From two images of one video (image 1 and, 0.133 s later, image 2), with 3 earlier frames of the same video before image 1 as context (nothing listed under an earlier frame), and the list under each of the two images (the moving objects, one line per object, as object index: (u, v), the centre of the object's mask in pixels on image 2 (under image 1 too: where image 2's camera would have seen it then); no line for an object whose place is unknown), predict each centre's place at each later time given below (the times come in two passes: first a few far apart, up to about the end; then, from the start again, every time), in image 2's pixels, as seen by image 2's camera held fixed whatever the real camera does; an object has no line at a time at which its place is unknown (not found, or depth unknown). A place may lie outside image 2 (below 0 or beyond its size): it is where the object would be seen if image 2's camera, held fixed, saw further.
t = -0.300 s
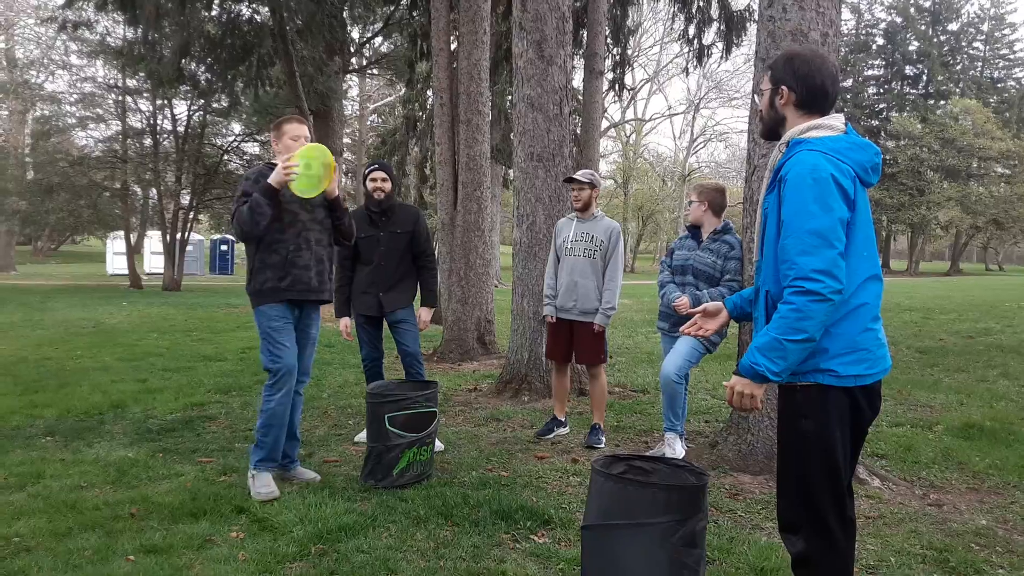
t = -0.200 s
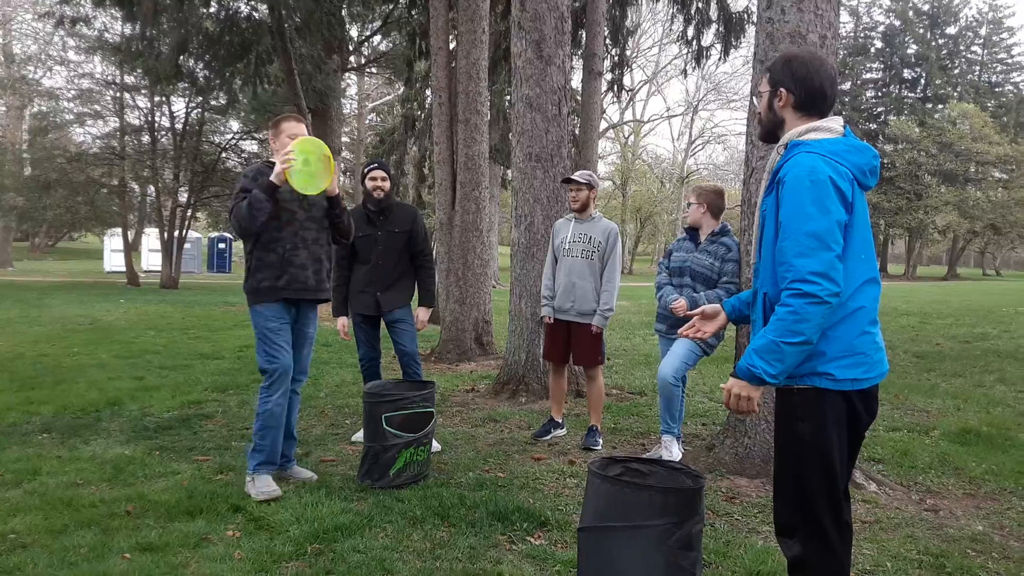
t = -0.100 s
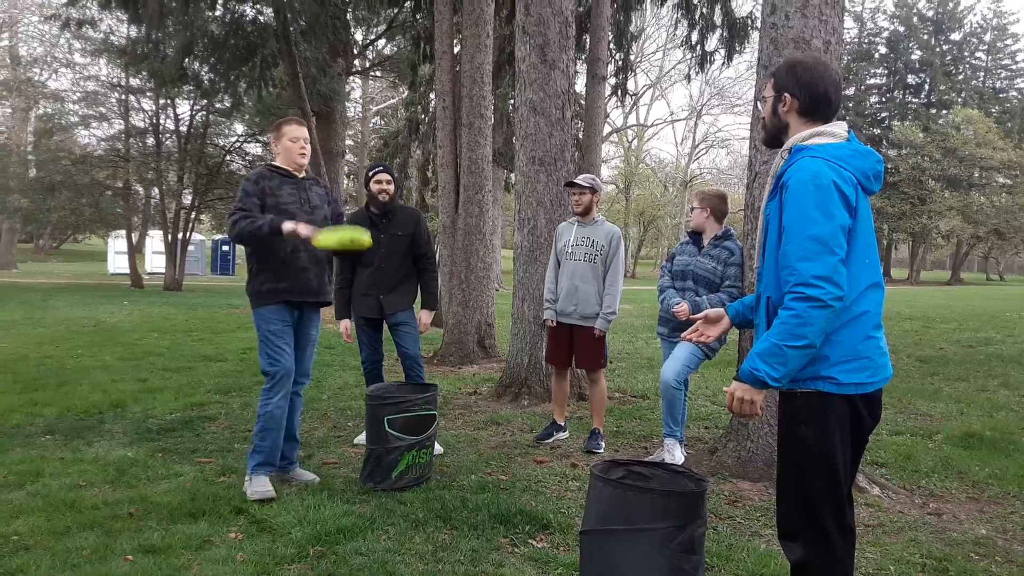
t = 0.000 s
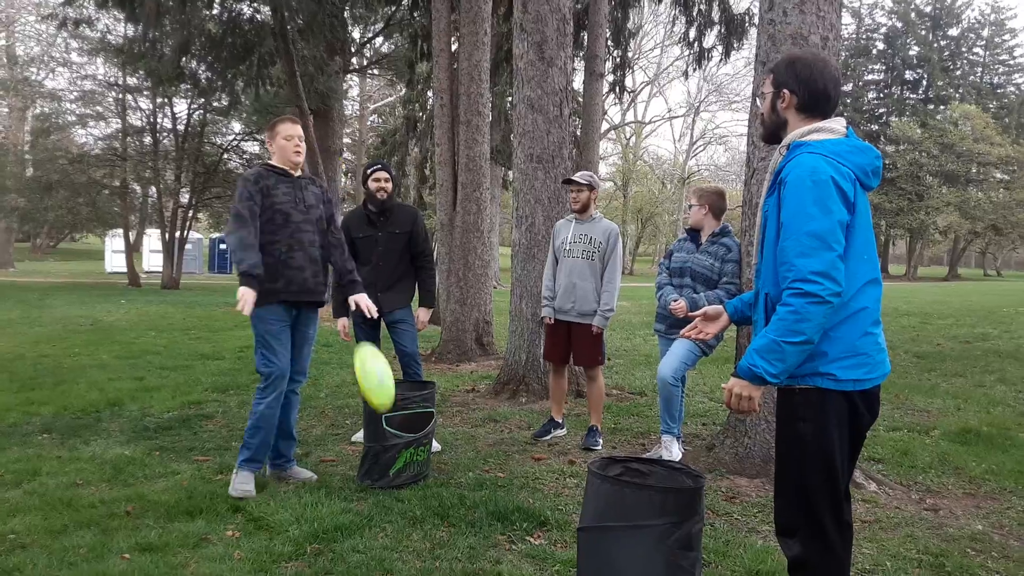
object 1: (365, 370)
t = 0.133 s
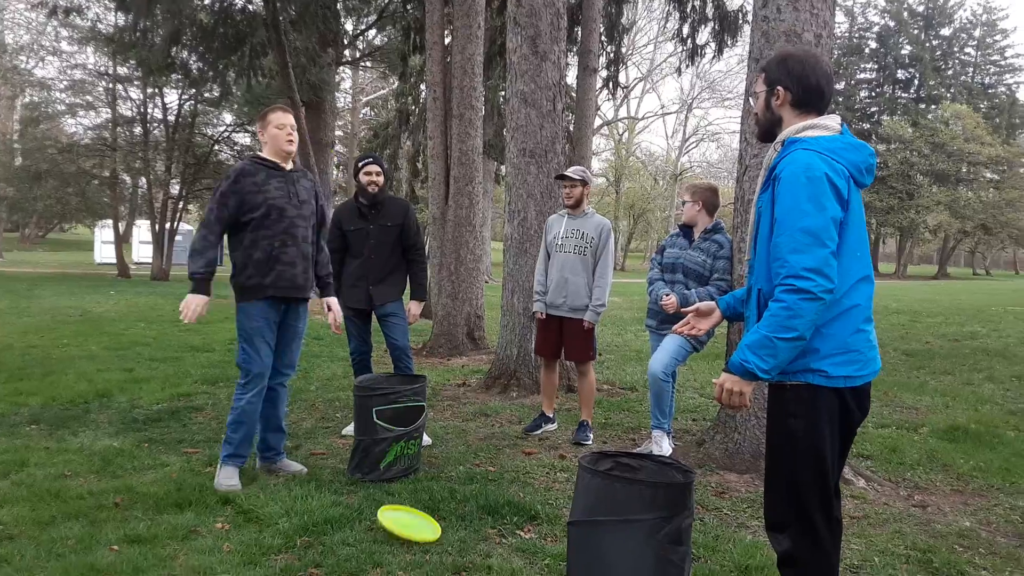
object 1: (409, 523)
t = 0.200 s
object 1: (419, 510)
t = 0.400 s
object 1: (443, 508)
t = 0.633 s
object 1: (443, 507)
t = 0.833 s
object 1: (423, 520)
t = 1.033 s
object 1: (418, 526)
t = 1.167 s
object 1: (418, 527)
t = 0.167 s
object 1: (414, 515)
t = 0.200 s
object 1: (419, 510)
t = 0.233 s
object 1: (424, 508)
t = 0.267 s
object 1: (430, 507)
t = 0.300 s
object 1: (435, 509)
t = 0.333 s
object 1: (439, 510)
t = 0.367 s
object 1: (441, 509)
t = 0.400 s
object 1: (443, 508)
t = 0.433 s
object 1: (445, 508)
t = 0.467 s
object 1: (446, 507)
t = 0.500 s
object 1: (446, 507)
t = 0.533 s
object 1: (446, 507)
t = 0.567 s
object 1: (445, 507)
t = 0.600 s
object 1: (444, 507)
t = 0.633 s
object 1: (443, 507)
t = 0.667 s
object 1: (441, 507)
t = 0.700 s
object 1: (438, 508)
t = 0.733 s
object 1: (435, 510)
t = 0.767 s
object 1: (431, 512)
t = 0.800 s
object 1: (427, 516)
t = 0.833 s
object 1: (423, 520)
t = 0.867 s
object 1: (420, 526)
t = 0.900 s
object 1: (419, 525)
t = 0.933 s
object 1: (419, 524)
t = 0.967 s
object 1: (419, 524)
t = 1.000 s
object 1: (419, 525)
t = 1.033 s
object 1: (418, 526)
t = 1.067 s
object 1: (419, 526)
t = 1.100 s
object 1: (418, 526)
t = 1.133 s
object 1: (418, 527)
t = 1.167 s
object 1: (418, 527)
